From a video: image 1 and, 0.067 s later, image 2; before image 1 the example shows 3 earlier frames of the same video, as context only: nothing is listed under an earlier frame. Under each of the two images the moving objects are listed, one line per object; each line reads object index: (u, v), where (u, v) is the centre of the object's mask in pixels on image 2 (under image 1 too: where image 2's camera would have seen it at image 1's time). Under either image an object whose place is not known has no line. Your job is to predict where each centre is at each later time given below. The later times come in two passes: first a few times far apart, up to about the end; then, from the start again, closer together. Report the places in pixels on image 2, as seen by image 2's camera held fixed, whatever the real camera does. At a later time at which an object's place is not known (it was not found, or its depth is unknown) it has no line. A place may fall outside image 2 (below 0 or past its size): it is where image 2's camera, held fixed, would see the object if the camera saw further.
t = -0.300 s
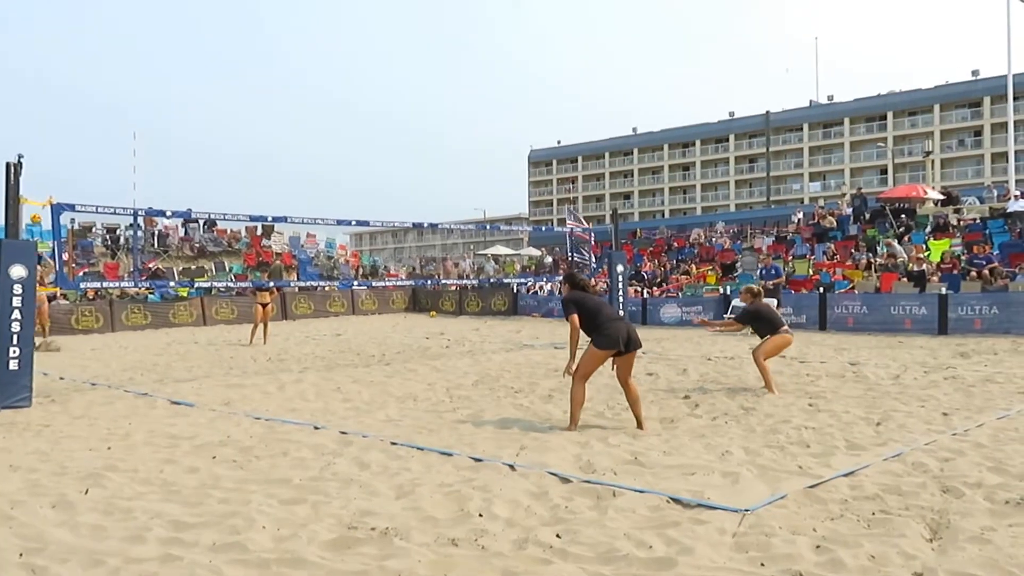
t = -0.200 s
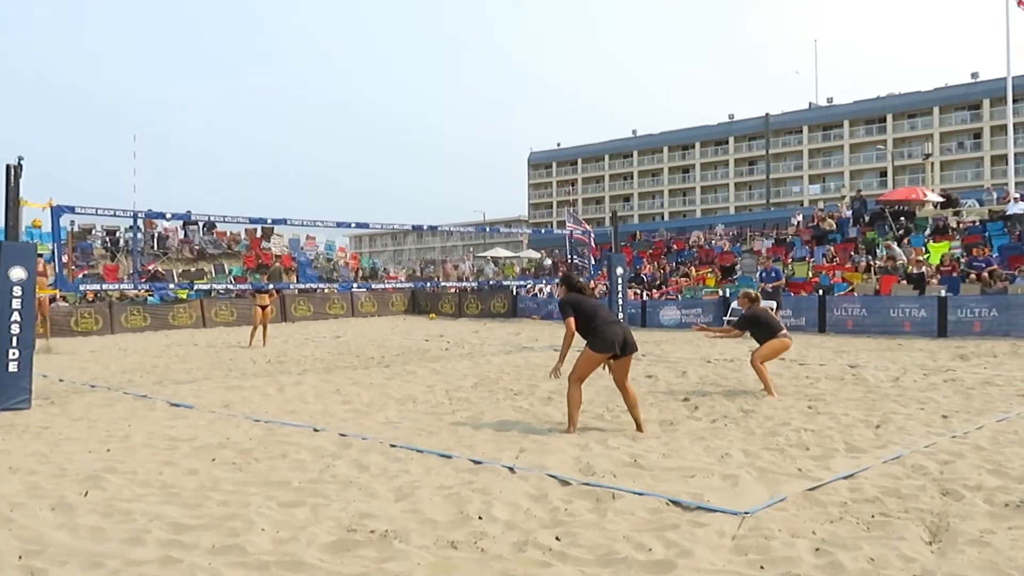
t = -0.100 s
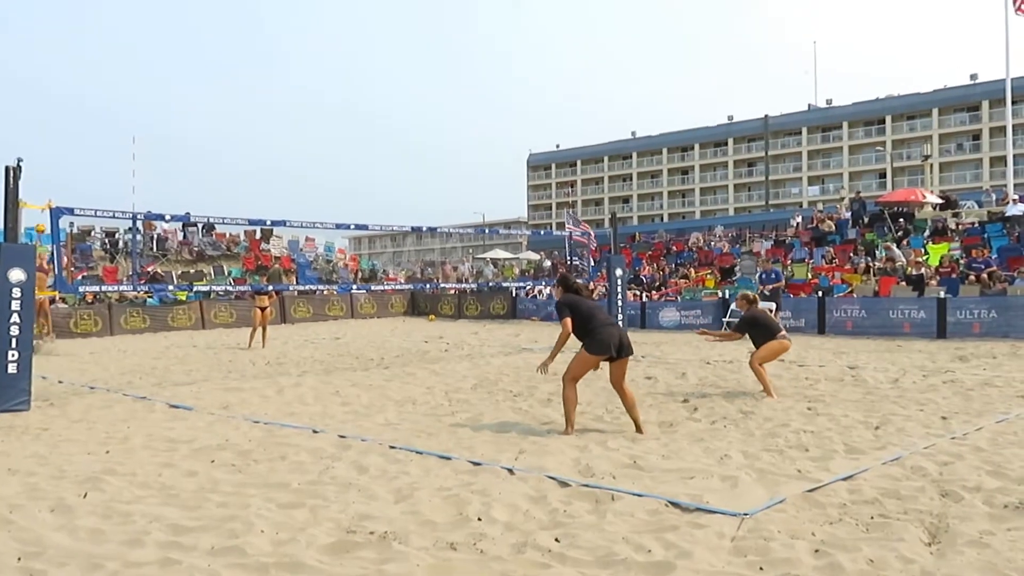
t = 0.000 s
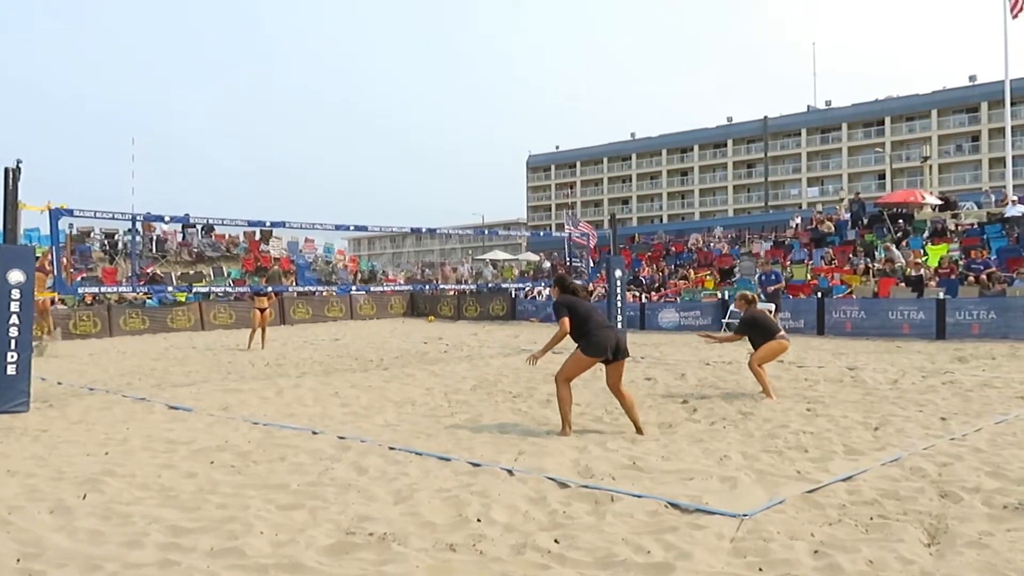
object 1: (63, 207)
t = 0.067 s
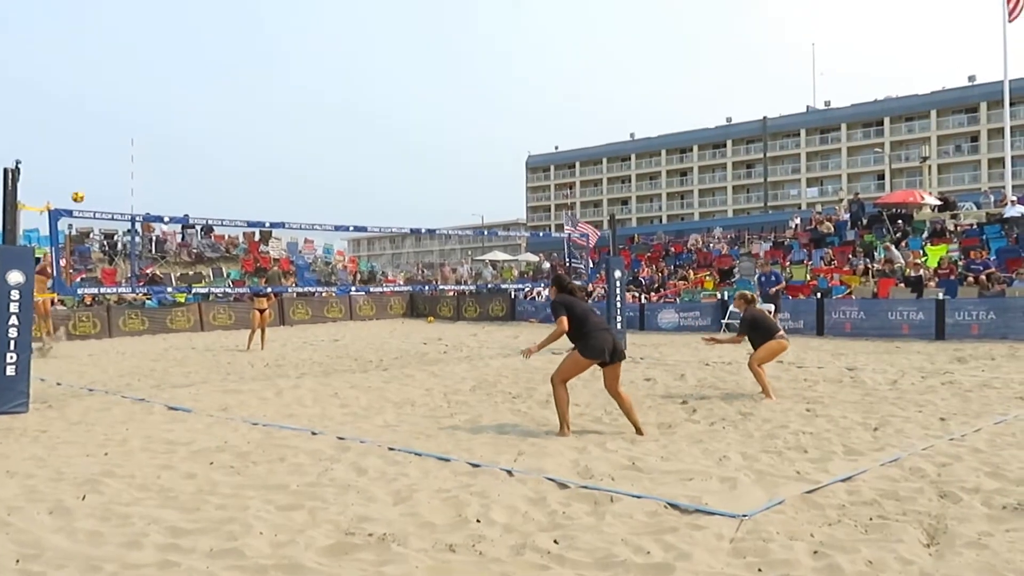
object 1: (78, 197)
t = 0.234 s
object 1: (123, 173)
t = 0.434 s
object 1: (195, 166)
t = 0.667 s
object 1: (313, 201)
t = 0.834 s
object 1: (429, 275)
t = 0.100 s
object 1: (86, 192)
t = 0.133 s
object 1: (95, 186)
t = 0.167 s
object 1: (104, 181)
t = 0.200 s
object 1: (113, 177)
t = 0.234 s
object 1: (123, 173)
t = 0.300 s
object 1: (144, 167)
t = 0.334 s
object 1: (156, 166)
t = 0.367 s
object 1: (168, 165)
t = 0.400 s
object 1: (182, 165)
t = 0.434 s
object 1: (195, 166)
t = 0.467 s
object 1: (210, 167)
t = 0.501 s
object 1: (225, 169)
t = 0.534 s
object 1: (241, 174)
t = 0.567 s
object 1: (257, 178)
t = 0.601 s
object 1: (274, 185)
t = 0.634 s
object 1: (293, 193)
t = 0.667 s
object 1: (313, 201)
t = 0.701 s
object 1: (333, 212)
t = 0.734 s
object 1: (356, 225)
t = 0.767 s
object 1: (379, 239)
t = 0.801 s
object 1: (404, 256)
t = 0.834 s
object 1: (429, 275)
